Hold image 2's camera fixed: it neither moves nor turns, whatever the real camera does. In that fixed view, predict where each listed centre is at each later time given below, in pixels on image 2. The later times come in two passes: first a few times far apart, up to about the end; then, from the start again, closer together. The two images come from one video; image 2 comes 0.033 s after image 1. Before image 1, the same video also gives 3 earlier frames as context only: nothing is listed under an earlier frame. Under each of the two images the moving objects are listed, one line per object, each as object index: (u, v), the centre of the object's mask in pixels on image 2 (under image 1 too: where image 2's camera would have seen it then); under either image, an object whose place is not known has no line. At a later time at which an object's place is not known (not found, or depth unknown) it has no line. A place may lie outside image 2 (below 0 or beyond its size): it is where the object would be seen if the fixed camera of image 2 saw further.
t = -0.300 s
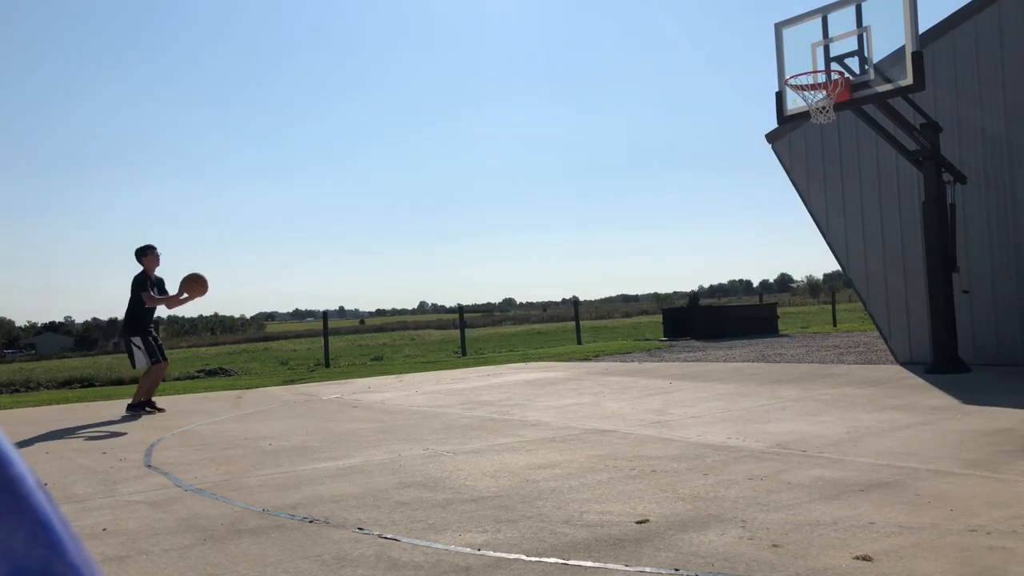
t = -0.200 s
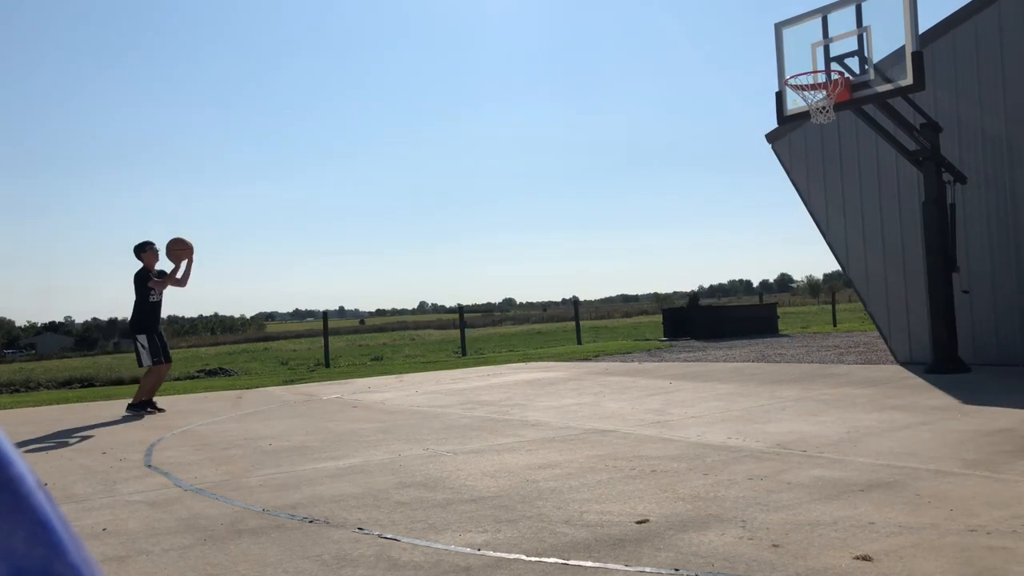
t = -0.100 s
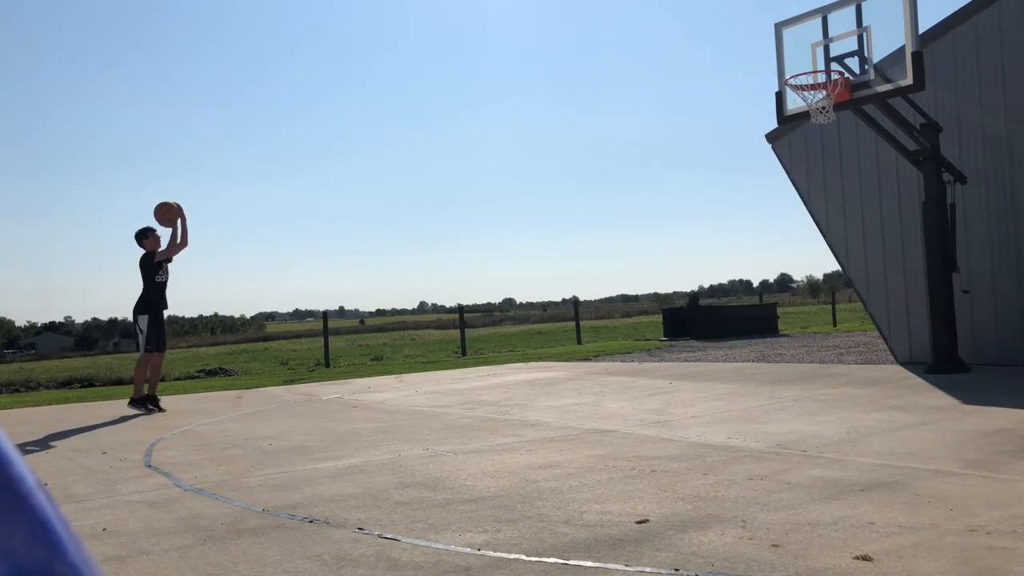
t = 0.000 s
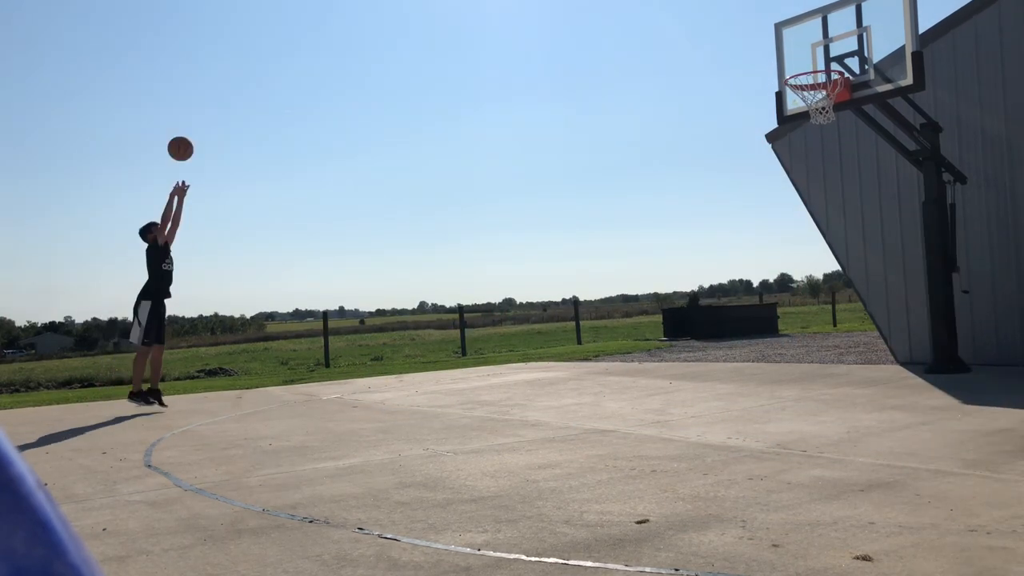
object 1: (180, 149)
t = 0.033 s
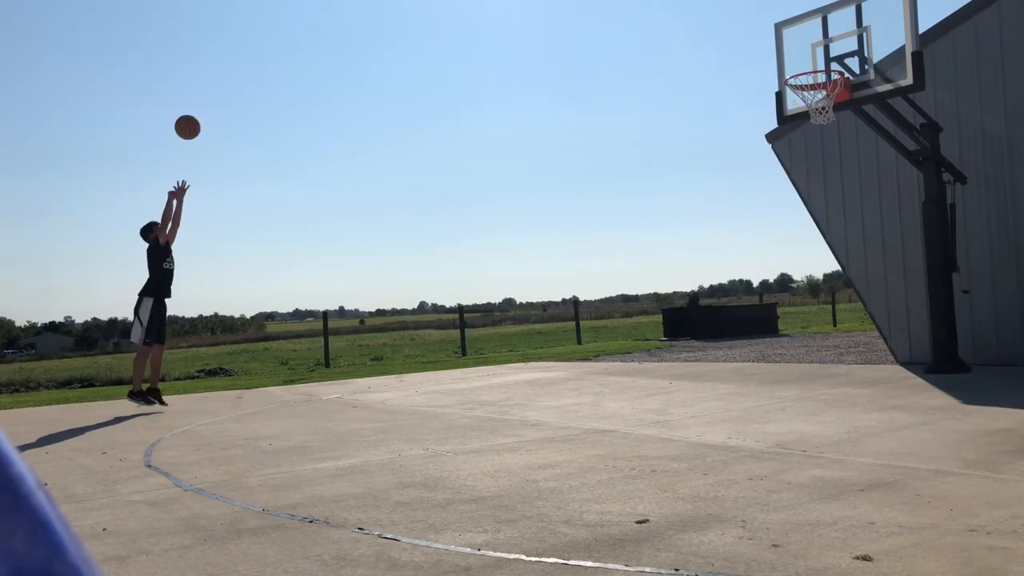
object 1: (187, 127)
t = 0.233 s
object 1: (231, 21)
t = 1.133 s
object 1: (466, 39)
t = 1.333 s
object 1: (527, 162)
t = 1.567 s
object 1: (602, 360)
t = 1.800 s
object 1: (627, 255)
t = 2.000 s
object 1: (644, 156)
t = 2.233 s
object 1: (668, 98)
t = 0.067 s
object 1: (194, 107)
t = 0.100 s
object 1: (201, 87)
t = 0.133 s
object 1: (209, 69)
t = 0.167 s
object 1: (216, 52)
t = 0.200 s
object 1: (223, 36)
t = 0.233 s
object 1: (231, 21)
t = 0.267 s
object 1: (239, 9)
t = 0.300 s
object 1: (247, 3)
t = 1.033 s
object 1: (436, 4)
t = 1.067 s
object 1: (446, 10)
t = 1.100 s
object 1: (456, 23)
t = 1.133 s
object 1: (466, 39)
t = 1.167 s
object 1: (476, 56)
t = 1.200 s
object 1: (486, 75)
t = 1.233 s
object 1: (496, 95)
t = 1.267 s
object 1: (506, 116)
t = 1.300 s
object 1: (517, 138)
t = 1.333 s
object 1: (527, 162)
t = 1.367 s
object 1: (537, 186)
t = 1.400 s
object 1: (548, 212)
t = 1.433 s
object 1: (558, 239)
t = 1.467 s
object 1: (569, 267)
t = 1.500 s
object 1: (580, 297)
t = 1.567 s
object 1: (602, 360)
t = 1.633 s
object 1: (616, 371)
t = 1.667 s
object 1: (618, 345)
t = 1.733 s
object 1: (622, 297)
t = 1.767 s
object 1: (625, 276)
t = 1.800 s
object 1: (627, 255)
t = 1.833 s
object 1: (630, 236)
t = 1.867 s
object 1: (632, 217)
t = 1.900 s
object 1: (635, 200)
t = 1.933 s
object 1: (638, 184)
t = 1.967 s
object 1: (641, 170)
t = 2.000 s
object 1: (644, 156)
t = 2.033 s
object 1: (647, 144)
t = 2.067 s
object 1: (650, 133)
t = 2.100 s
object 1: (653, 123)
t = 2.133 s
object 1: (657, 115)
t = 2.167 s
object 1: (660, 108)
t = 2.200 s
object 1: (664, 102)
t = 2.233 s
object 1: (668, 98)
